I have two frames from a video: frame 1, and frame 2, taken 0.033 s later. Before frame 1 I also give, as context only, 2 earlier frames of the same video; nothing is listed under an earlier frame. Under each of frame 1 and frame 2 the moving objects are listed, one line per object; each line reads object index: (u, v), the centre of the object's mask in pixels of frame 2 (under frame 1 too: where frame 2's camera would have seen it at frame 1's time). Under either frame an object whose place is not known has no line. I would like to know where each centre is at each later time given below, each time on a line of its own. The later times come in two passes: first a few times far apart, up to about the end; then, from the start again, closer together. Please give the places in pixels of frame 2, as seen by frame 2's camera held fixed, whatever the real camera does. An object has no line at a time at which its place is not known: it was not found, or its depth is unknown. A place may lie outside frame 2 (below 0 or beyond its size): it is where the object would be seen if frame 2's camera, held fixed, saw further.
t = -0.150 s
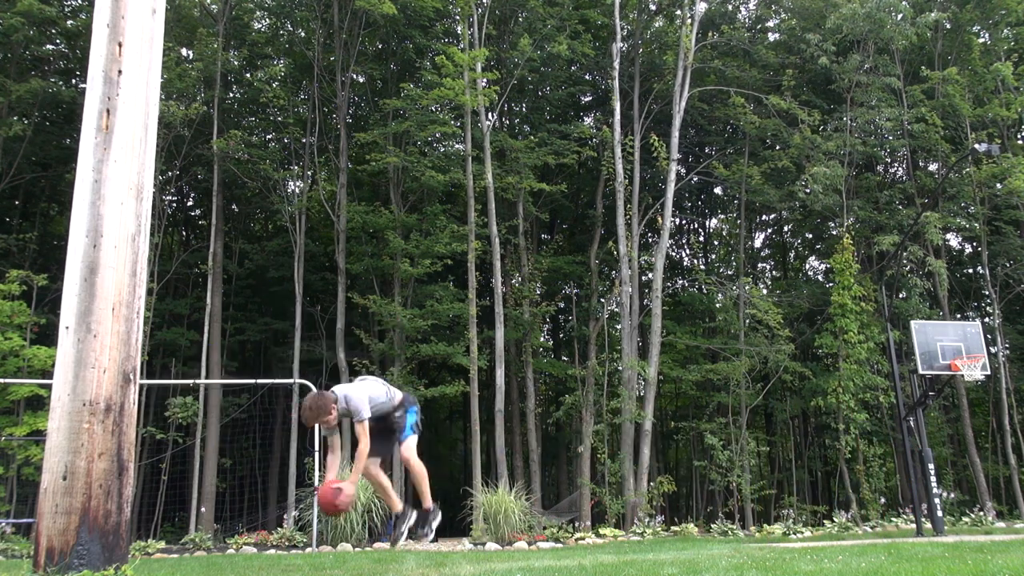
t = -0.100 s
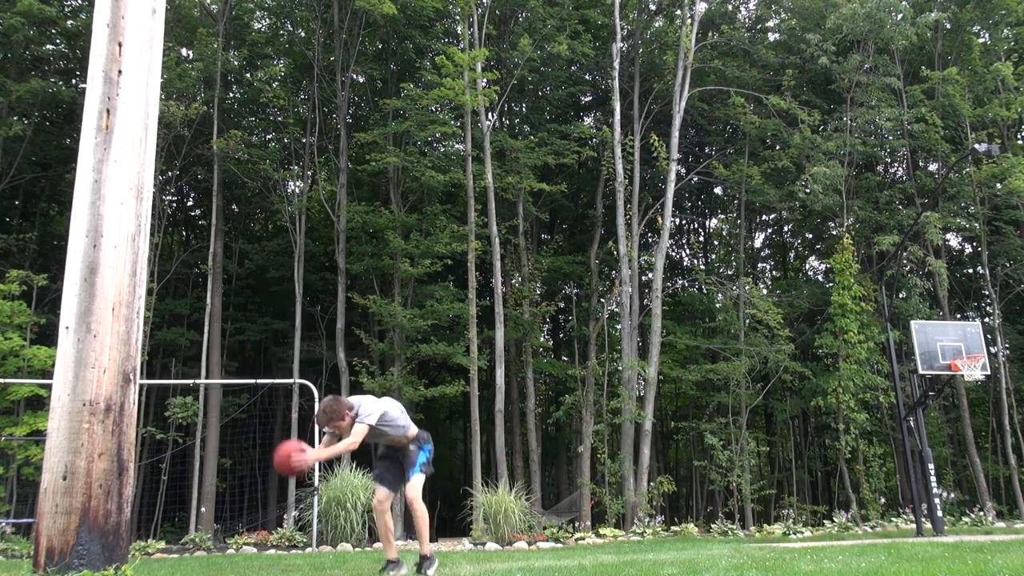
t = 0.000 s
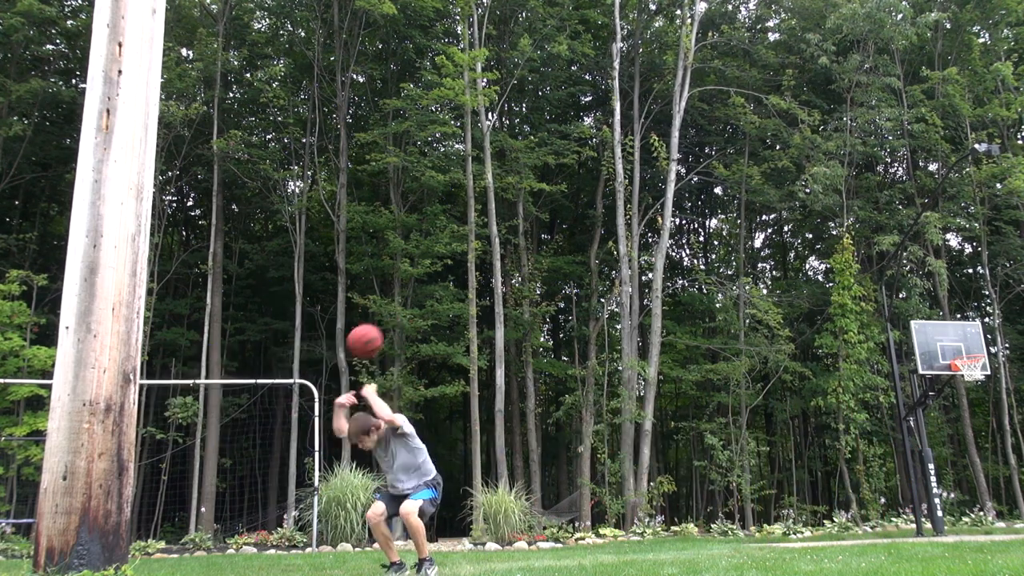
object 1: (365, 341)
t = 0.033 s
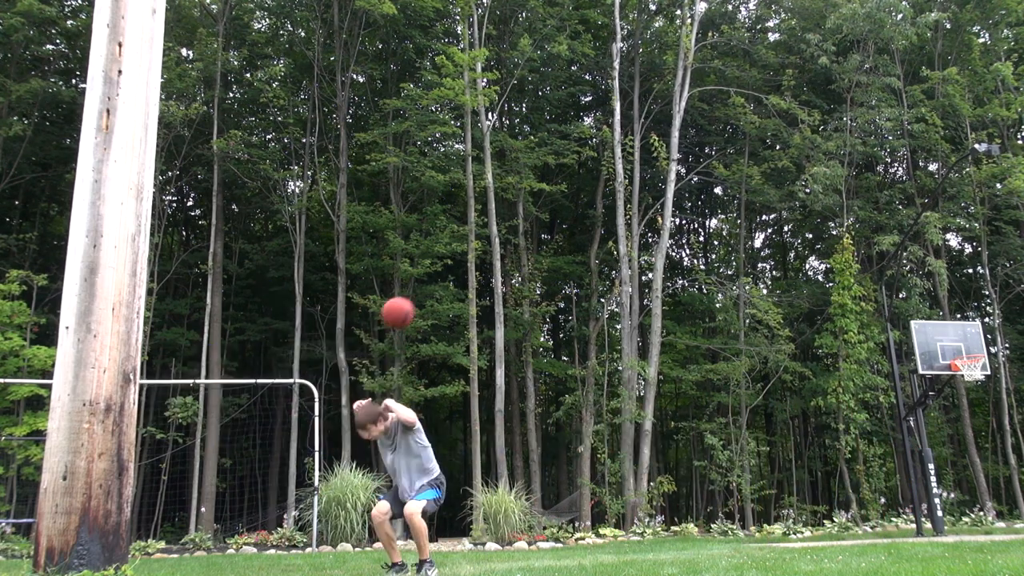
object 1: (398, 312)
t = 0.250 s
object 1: (560, 199)
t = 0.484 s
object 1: (676, 155)
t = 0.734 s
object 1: (767, 158)
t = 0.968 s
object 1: (838, 193)
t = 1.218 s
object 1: (904, 256)
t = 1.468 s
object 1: (965, 341)
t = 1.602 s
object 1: (973, 362)
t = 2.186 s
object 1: (968, 384)
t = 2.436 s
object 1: (965, 428)
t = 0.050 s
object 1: (413, 300)
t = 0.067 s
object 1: (428, 289)
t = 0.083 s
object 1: (442, 278)
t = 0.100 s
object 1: (456, 267)
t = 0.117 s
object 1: (469, 257)
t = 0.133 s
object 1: (482, 248)
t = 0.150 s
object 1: (495, 240)
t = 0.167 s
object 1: (506, 231)
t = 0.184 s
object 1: (518, 224)
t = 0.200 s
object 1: (529, 217)
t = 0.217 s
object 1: (539, 211)
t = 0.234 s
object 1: (550, 205)
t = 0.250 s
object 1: (560, 199)
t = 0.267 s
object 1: (570, 194)
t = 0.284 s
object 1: (580, 189)
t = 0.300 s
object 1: (589, 184)
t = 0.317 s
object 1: (597, 180)
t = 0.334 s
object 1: (606, 176)
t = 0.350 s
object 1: (615, 172)
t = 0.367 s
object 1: (623, 169)
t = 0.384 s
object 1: (632, 166)
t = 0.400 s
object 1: (639, 164)
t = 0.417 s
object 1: (647, 162)
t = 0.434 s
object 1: (654, 159)
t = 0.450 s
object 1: (661, 158)
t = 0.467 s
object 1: (669, 156)
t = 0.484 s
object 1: (676, 155)
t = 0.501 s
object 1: (683, 153)
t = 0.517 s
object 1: (690, 153)
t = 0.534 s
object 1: (696, 152)
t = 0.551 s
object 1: (703, 151)
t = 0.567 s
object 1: (710, 151)
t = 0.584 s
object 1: (715, 151)
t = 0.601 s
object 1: (722, 152)
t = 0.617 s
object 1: (727, 152)
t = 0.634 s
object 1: (733, 152)
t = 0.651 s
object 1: (739, 153)
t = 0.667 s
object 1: (746, 153)
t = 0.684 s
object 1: (751, 154)
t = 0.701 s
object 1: (756, 156)
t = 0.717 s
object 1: (762, 157)
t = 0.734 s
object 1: (767, 158)
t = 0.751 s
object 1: (773, 160)
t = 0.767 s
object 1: (778, 161)
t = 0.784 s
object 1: (783, 164)
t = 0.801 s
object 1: (789, 165)
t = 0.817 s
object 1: (793, 168)
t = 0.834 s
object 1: (799, 170)
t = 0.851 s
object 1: (804, 172)
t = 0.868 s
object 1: (809, 175)
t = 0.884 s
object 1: (814, 177)
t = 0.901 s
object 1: (818, 180)
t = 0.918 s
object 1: (823, 183)
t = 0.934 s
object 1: (828, 187)
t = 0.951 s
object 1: (833, 189)
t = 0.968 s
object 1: (838, 193)
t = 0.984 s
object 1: (842, 196)
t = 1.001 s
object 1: (847, 200)
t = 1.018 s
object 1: (852, 204)
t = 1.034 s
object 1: (856, 207)
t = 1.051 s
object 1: (860, 211)
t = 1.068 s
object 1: (865, 215)
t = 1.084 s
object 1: (870, 220)
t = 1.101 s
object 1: (874, 224)
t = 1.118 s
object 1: (879, 228)
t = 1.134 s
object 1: (882, 232)
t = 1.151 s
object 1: (887, 237)
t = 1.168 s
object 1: (891, 242)
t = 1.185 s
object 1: (895, 247)
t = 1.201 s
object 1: (900, 252)
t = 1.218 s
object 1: (904, 256)
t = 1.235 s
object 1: (908, 261)
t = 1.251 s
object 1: (913, 266)
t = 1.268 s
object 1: (917, 271)
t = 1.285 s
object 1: (921, 277)
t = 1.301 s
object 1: (925, 283)
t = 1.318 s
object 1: (929, 288)
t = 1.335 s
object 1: (934, 293)
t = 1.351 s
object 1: (938, 299)
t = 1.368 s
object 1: (942, 305)
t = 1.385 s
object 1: (946, 310)
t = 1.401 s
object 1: (950, 316)
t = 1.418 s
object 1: (954, 322)
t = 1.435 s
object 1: (957, 329)
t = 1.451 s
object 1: (962, 335)
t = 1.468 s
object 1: (965, 341)
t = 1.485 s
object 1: (970, 348)
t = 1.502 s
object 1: (973, 351)
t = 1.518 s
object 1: (978, 355)
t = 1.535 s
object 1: (975, 358)
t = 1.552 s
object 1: (975, 363)
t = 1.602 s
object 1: (973, 362)
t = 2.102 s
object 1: (972, 380)
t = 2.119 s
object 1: (969, 382)
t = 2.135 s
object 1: (969, 382)
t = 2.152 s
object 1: (969, 382)
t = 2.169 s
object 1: (969, 383)
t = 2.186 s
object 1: (968, 384)
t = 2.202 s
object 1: (967, 386)
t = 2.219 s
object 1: (967, 388)
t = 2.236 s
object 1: (967, 389)
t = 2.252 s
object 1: (967, 392)
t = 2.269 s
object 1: (966, 395)
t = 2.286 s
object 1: (966, 397)
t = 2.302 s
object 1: (966, 400)
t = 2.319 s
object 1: (965, 403)
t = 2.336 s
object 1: (965, 406)
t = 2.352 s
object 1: (965, 409)
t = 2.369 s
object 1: (965, 413)
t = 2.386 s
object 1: (965, 416)
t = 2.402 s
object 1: (965, 420)
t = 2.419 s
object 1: (965, 424)
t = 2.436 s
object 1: (965, 428)
